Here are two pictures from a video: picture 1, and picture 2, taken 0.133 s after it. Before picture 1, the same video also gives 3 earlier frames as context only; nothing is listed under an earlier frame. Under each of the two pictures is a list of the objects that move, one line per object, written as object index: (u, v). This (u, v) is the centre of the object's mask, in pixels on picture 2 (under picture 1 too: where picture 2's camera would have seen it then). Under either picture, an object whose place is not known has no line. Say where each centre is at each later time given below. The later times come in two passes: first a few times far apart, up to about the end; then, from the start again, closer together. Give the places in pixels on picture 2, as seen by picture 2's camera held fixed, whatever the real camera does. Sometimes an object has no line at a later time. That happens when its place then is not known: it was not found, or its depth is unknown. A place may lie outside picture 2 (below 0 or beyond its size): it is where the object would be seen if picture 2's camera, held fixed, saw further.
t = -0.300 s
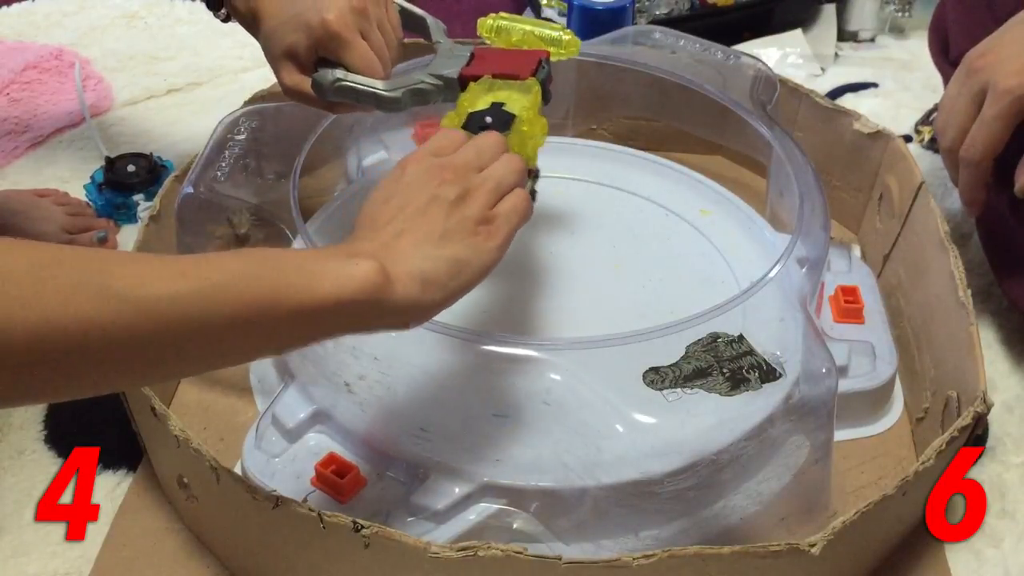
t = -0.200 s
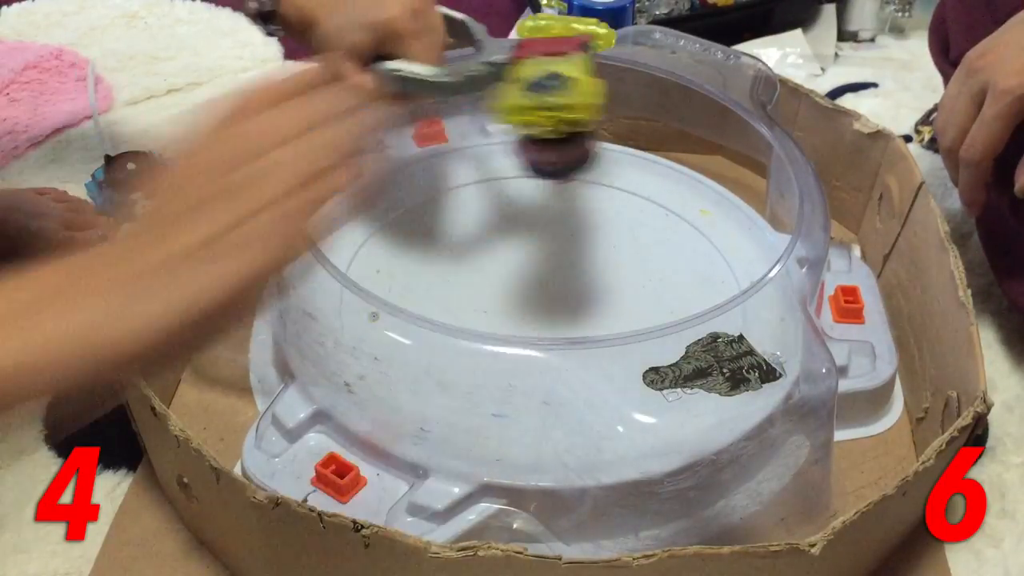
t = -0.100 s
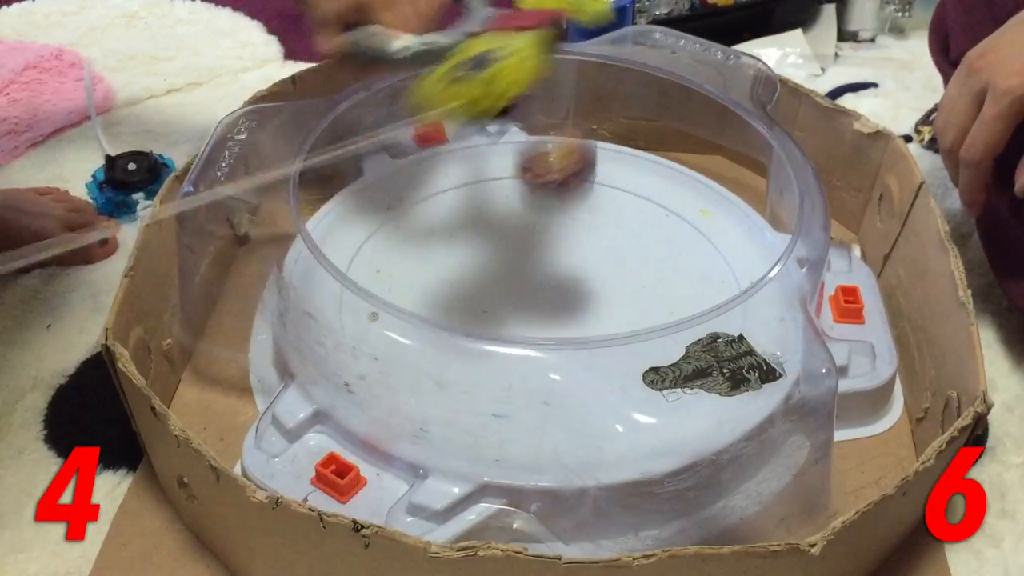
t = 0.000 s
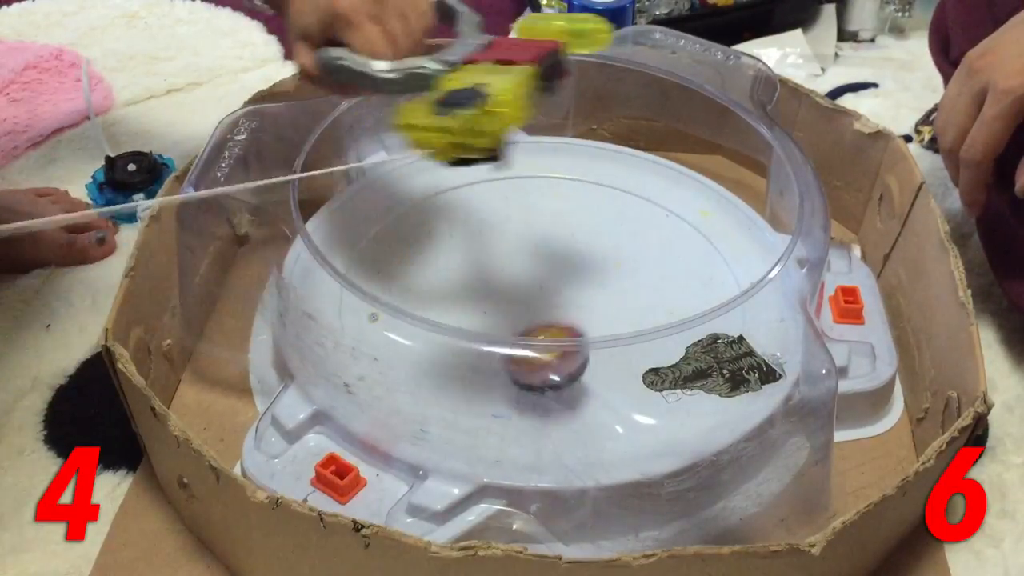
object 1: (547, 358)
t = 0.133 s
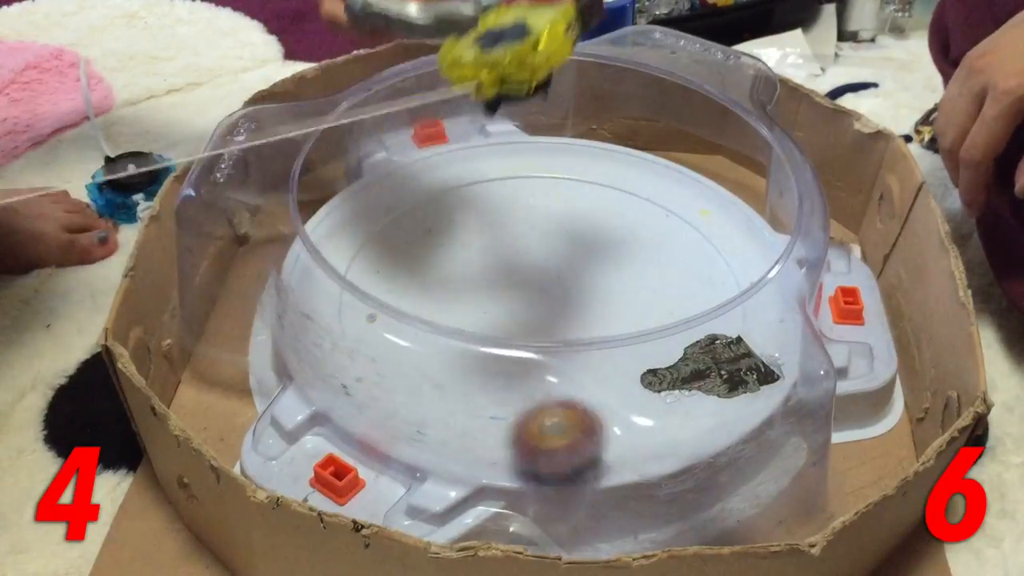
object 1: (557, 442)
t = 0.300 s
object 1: (636, 377)
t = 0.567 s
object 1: (602, 256)
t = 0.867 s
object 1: (436, 252)
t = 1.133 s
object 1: (415, 314)
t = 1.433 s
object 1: (525, 312)
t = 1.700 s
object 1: (561, 284)
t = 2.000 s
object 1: (548, 273)
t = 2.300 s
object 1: (548, 287)
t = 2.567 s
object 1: (558, 300)
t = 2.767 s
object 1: (559, 304)
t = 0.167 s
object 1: (579, 424)
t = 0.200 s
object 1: (601, 416)
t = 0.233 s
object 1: (618, 411)
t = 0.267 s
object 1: (628, 389)
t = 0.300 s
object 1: (636, 377)
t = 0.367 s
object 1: (653, 340)
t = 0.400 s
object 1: (652, 332)
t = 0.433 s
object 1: (646, 308)
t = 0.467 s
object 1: (639, 296)
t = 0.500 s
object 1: (628, 283)
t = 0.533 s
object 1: (615, 266)
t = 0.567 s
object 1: (602, 256)
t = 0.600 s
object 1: (586, 247)
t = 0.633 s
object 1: (569, 240)
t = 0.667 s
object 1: (551, 235)
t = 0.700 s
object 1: (531, 234)
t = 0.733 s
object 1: (511, 234)
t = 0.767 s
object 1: (491, 236)
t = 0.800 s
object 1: (471, 239)
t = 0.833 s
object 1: (453, 245)
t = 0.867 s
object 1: (436, 252)
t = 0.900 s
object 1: (422, 261)
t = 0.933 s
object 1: (411, 269)
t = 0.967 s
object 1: (404, 278)
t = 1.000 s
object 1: (402, 283)
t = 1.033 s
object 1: (404, 289)
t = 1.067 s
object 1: (408, 294)
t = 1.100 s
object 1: (409, 308)
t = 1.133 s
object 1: (415, 314)
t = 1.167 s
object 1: (424, 321)
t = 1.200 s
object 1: (434, 323)
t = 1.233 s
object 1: (447, 321)
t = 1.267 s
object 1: (464, 315)
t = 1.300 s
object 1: (477, 316)
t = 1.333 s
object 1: (489, 316)
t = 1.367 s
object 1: (502, 316)
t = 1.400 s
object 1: (514, 314)
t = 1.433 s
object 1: (525, 312)
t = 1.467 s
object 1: (534, 310)
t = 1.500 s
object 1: (542, 306)
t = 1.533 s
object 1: (549, 302)
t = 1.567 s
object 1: (554, 297)
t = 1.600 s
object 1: (557, 294)
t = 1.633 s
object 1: (559, 291)
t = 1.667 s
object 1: (560, 287)
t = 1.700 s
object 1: (561, 284)
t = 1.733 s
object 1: (560, 281)
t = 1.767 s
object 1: (560, 279)
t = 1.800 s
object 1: (558, 276)
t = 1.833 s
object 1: (557, 275)
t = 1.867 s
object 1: (555, 273)
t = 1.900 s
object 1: (553, 273)
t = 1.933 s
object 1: (552, 272)
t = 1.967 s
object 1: (549, 272)
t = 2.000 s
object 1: (548, 273)
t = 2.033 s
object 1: (547, 274)
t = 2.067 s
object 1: (545, 275)
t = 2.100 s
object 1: (545, 276)
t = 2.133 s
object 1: (544, 278)
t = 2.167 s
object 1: (544, 279)
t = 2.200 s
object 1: (545, 281)
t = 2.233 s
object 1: (546, 283)
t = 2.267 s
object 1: (547, 285)
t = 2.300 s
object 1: (548, 287)
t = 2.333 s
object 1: (549, 289)
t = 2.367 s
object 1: (550, 291)
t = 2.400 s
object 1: (552, 292)
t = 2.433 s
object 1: (554, 294)
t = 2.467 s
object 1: (554, 295)
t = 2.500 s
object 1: (555, 297)
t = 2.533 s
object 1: (557, 298)
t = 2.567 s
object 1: (558, 300)
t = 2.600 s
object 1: (558, 301)
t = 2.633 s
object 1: (559, 302)
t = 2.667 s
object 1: (559, 302)
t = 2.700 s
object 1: (559, 303)
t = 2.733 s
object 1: (559, 304)
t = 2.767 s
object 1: (559, 304)
